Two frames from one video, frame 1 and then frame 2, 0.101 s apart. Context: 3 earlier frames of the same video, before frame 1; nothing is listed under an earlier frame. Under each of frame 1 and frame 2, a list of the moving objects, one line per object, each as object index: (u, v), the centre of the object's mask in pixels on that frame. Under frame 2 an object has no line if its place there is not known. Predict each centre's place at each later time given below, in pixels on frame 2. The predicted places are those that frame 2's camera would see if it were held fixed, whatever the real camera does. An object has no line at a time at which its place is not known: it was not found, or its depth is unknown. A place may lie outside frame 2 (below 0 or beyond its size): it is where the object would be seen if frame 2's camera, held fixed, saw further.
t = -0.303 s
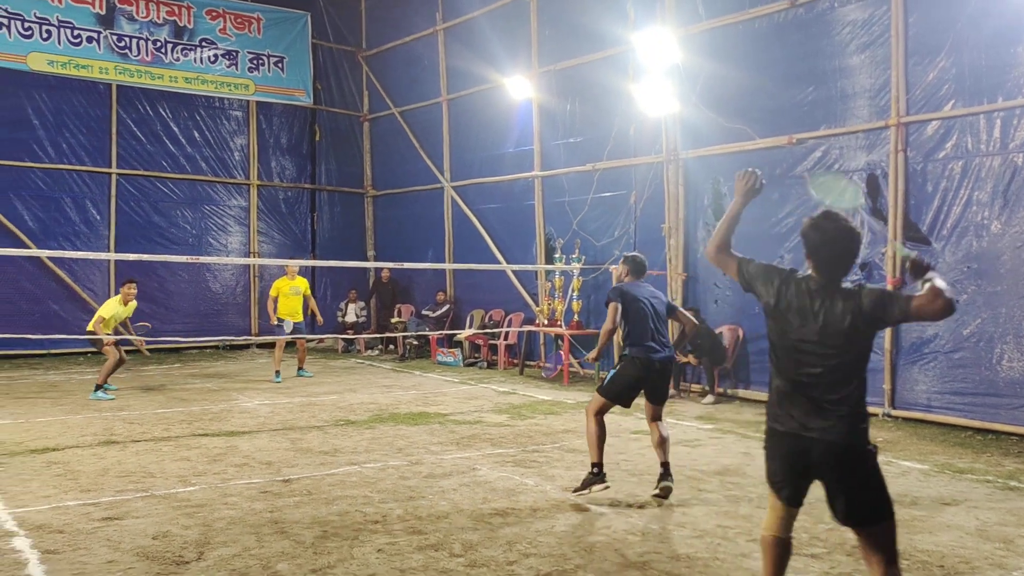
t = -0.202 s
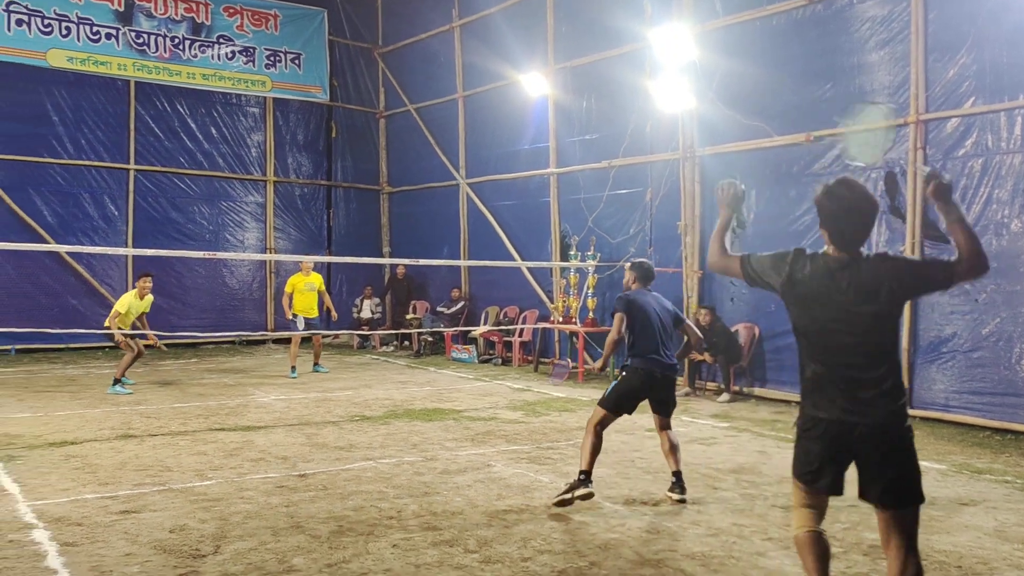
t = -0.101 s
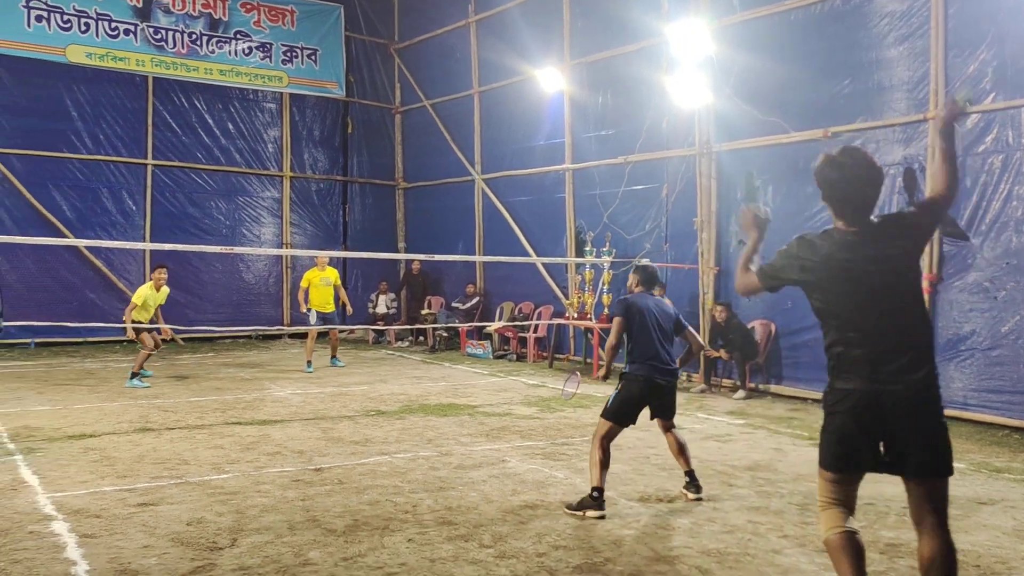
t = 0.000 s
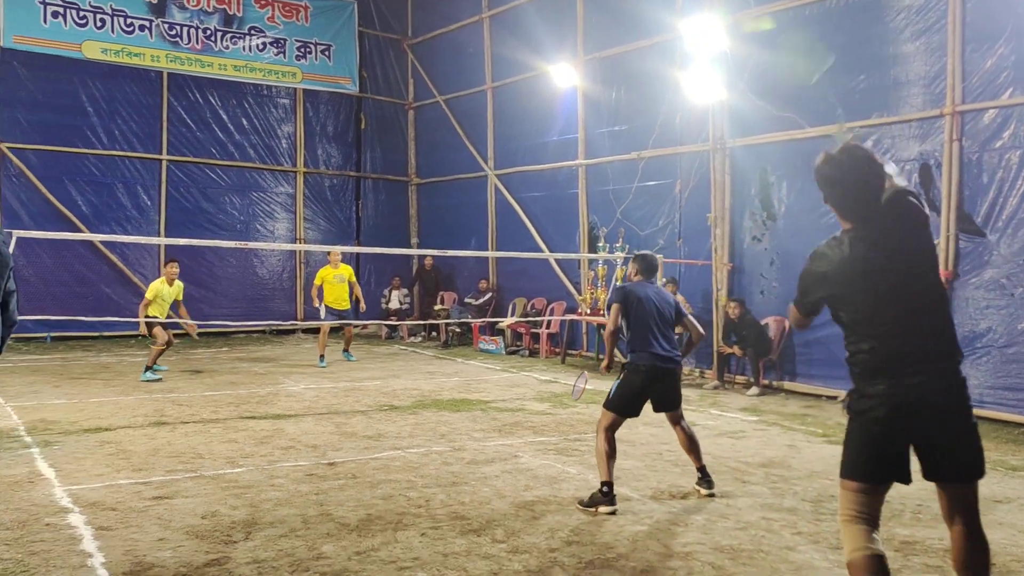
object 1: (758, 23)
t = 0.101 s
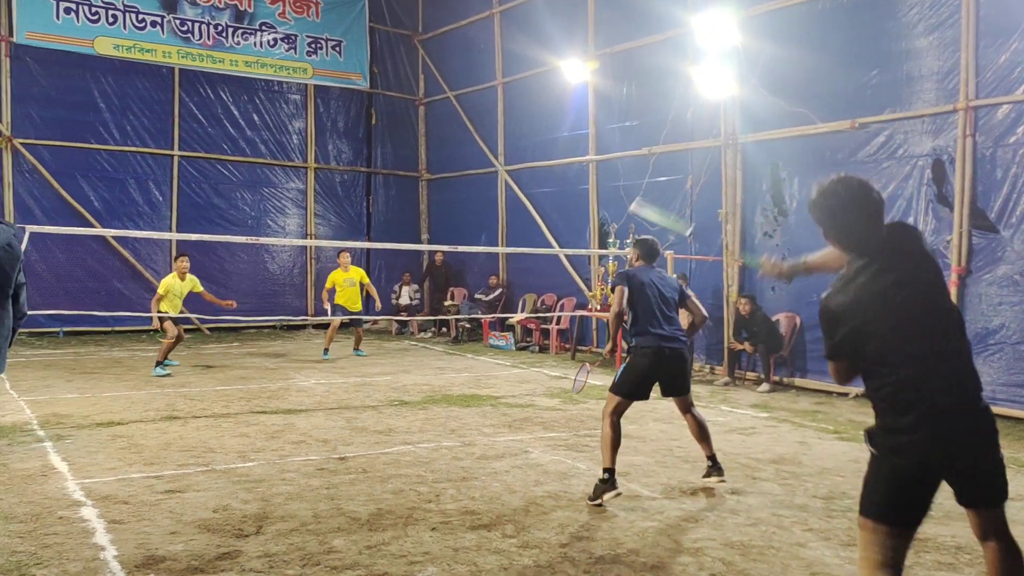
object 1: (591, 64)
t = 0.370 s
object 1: (451, 152)
